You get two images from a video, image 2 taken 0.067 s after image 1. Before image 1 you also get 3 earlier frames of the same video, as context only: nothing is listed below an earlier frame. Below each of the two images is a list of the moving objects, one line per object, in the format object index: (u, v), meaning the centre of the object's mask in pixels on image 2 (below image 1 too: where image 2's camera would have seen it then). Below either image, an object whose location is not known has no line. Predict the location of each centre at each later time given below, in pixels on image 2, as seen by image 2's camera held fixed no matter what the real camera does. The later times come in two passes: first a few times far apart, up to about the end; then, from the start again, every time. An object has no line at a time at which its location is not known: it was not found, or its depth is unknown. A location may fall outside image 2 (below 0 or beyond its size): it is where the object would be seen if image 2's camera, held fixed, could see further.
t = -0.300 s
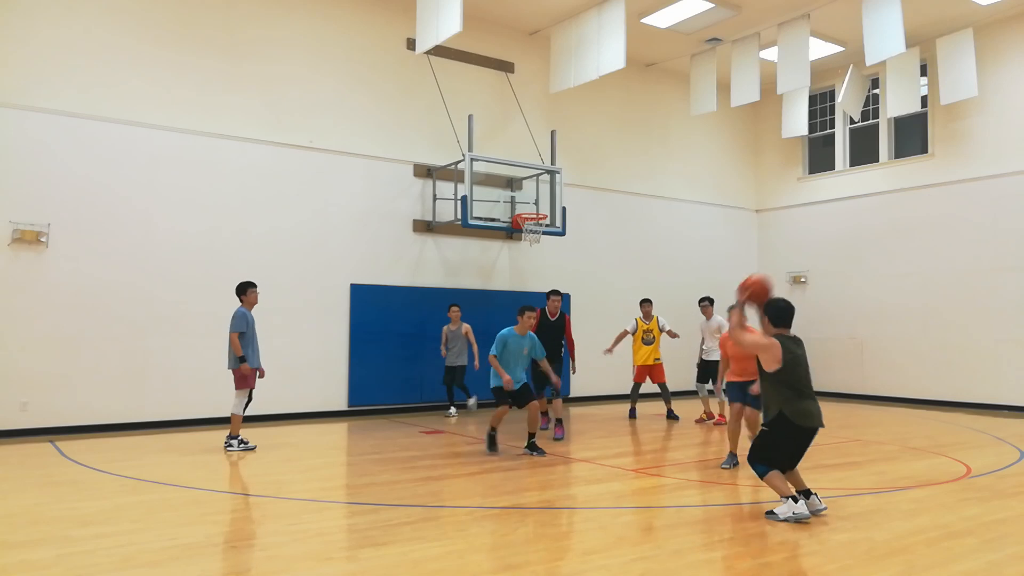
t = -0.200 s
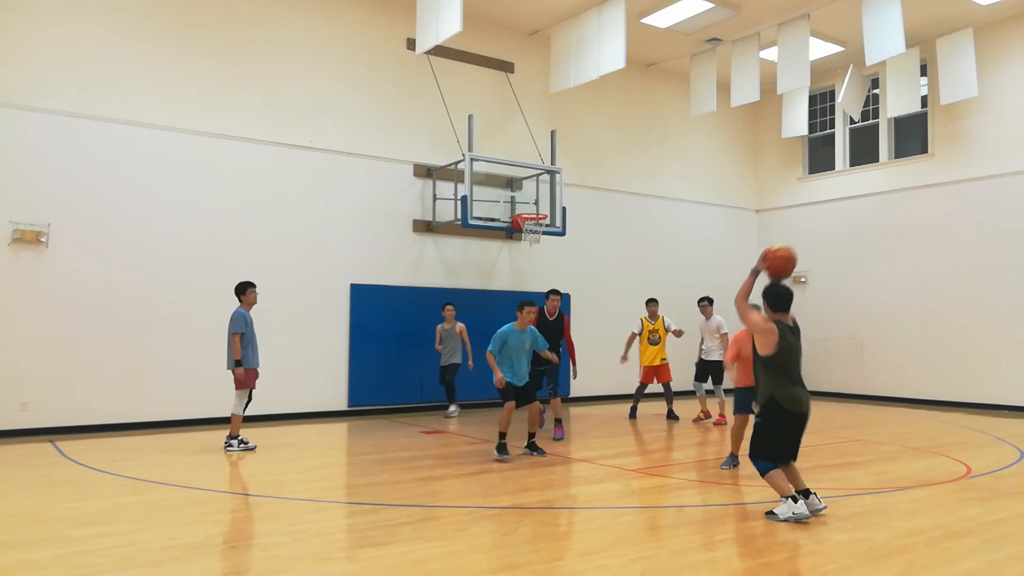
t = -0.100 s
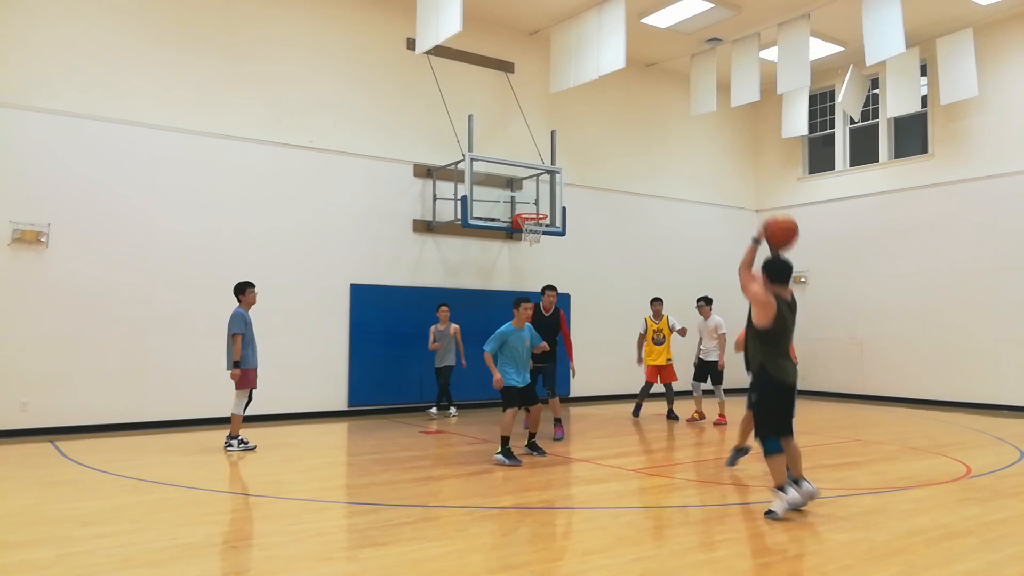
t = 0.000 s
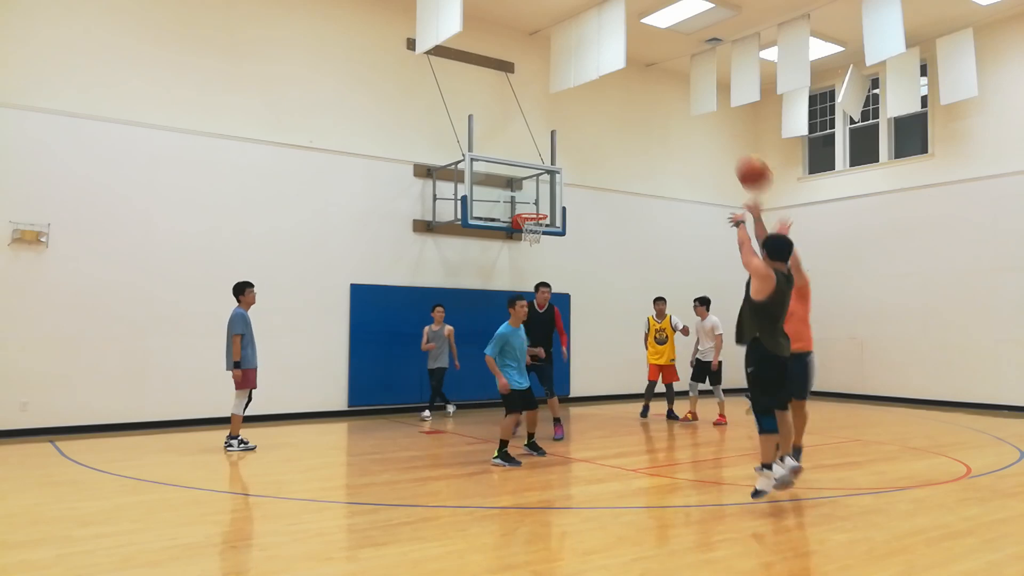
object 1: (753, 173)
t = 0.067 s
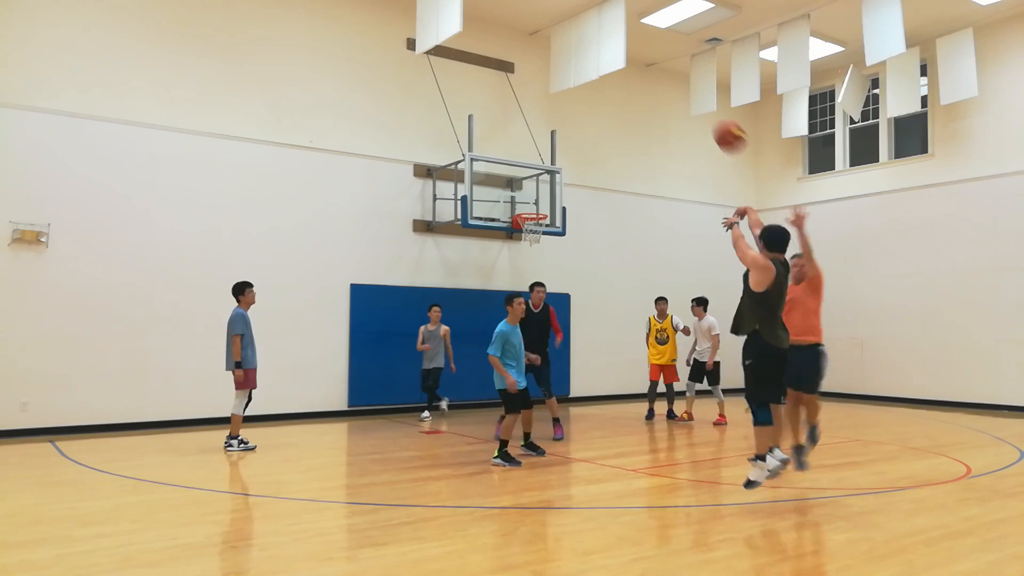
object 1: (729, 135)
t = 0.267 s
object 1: (671, 71)
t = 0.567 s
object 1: (613, 62)
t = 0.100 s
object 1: (718, 120)
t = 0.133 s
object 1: (708, 107)
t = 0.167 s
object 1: (697, 95)
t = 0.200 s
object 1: (689, 86)
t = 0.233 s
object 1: (680, 78)
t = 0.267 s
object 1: (671, 71)
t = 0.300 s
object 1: (664, 66)
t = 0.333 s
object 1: (656, 61)
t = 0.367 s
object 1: (649, 58)
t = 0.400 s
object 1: (643, 57)
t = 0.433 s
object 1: (636, 56)
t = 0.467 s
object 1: (631, 56)
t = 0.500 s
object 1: (625, 57)
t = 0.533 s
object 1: (619, 59)
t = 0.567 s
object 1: (613, 62)
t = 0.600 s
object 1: (608, 65)
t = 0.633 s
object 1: (603, 70)
